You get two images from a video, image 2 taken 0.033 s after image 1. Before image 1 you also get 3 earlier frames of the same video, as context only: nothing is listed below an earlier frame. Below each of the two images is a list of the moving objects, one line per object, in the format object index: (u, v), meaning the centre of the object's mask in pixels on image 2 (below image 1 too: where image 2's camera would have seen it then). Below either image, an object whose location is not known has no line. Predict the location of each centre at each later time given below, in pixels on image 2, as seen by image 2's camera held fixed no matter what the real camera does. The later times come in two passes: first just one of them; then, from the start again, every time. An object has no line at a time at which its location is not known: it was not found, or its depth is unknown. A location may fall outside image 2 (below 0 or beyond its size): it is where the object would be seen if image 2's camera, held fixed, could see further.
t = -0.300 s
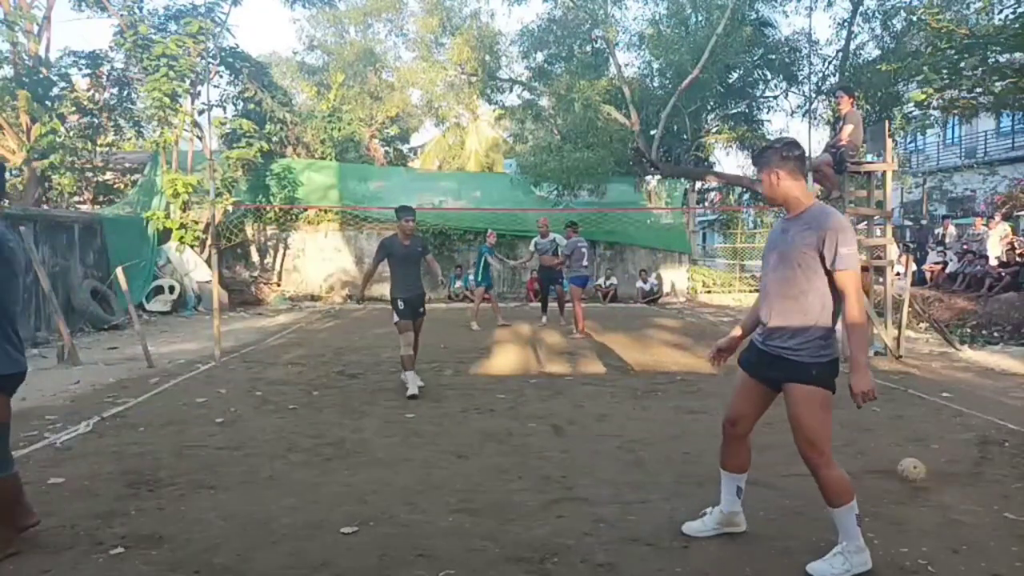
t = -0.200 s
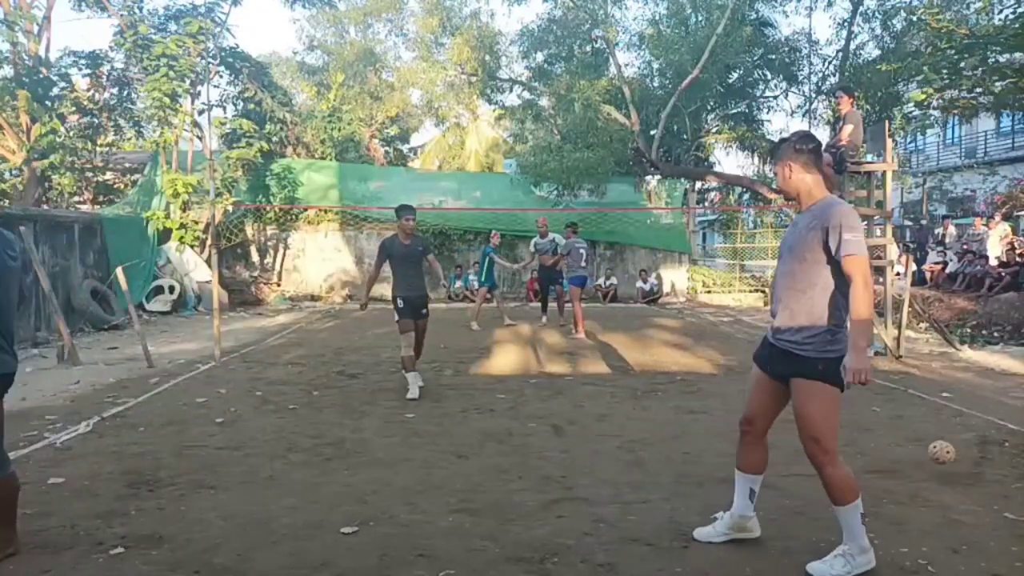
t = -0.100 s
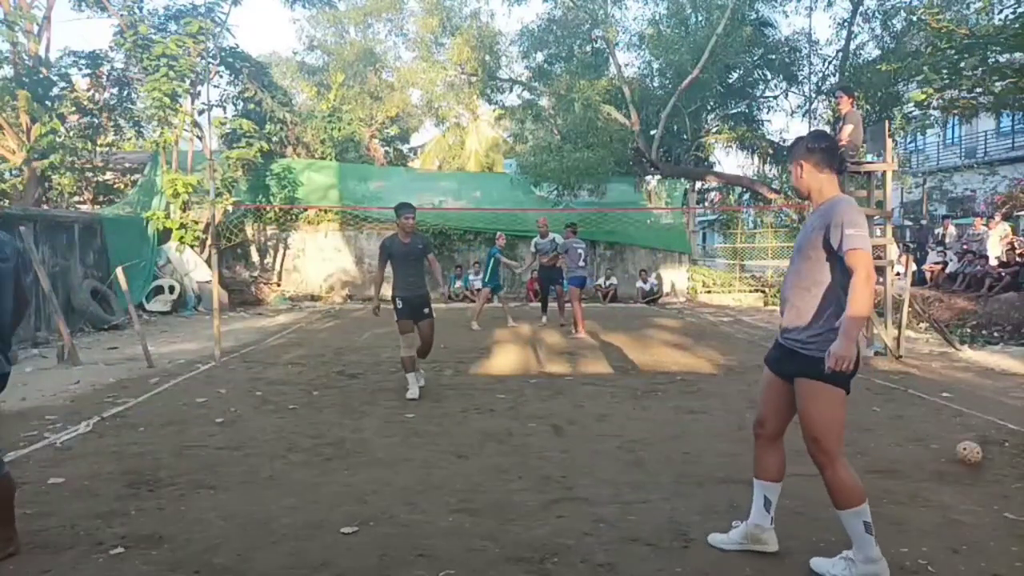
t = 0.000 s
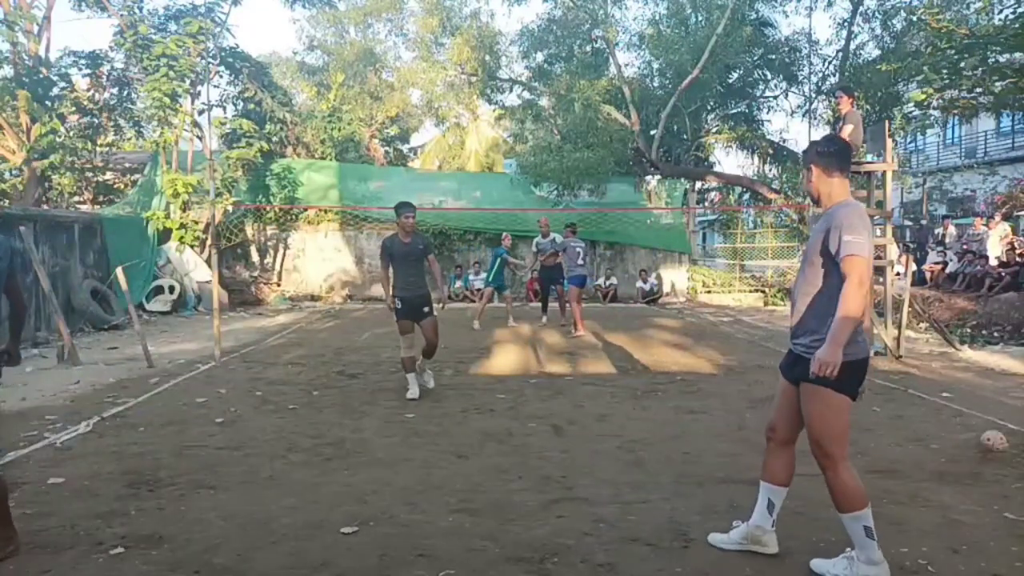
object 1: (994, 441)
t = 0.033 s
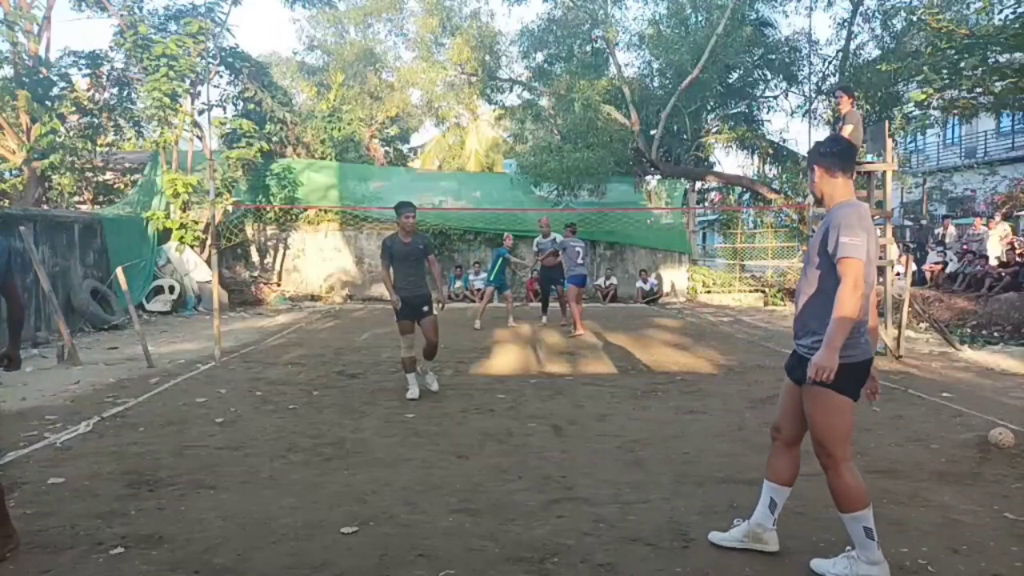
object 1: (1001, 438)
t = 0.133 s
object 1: (1017, 437)
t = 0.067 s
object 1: (1010, 437)
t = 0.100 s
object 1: (1014, 438)
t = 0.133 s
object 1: (1017, 437)
